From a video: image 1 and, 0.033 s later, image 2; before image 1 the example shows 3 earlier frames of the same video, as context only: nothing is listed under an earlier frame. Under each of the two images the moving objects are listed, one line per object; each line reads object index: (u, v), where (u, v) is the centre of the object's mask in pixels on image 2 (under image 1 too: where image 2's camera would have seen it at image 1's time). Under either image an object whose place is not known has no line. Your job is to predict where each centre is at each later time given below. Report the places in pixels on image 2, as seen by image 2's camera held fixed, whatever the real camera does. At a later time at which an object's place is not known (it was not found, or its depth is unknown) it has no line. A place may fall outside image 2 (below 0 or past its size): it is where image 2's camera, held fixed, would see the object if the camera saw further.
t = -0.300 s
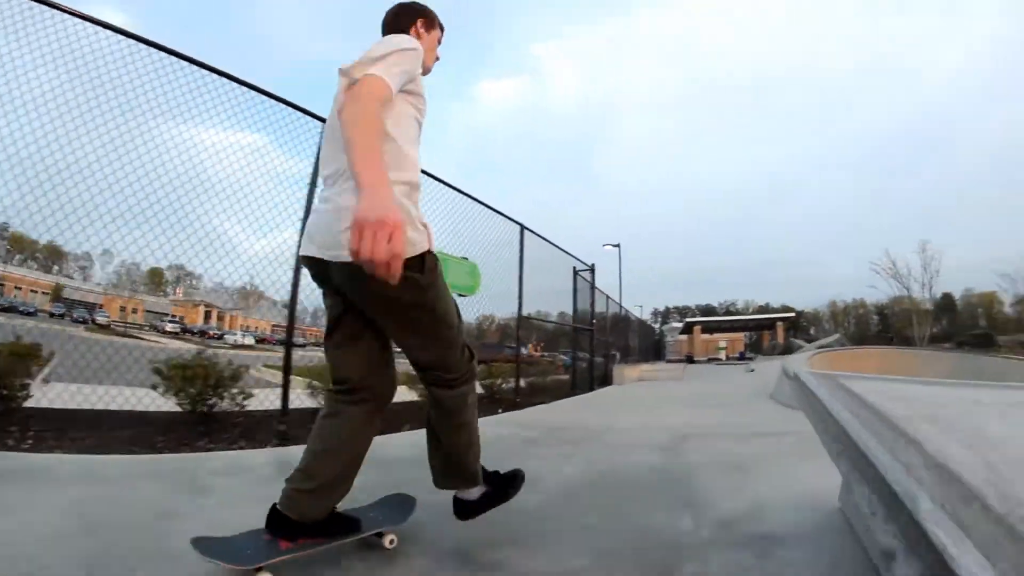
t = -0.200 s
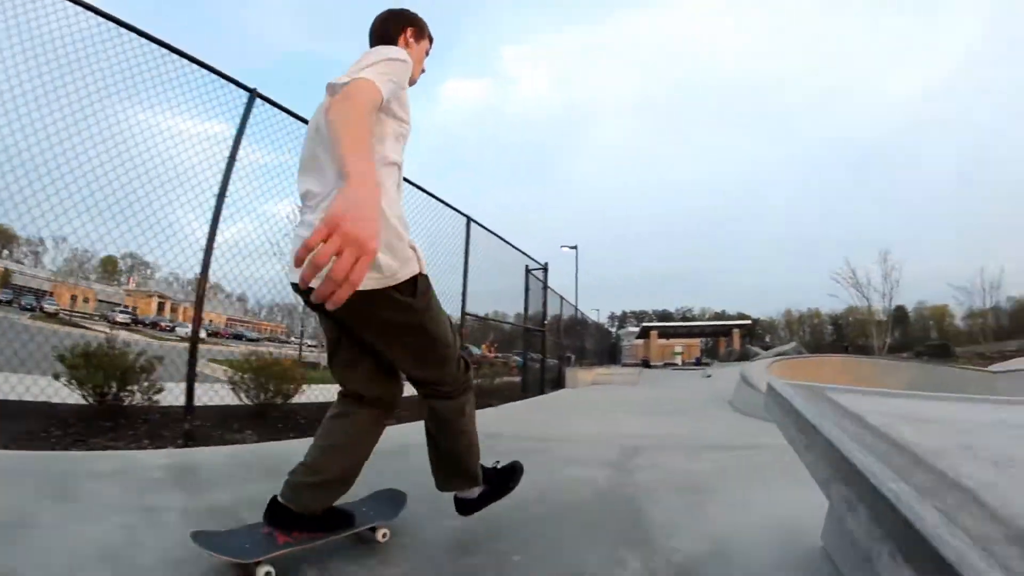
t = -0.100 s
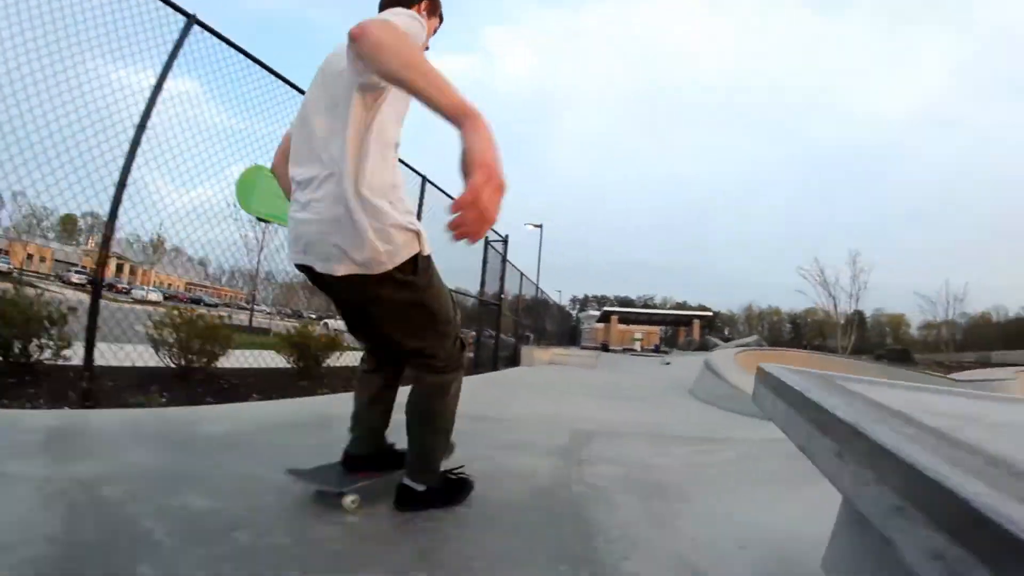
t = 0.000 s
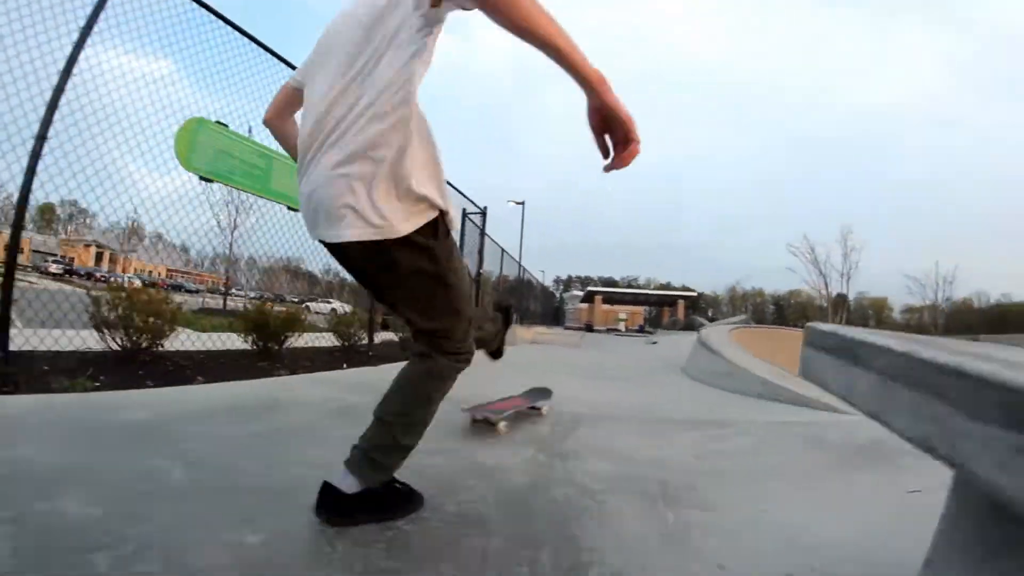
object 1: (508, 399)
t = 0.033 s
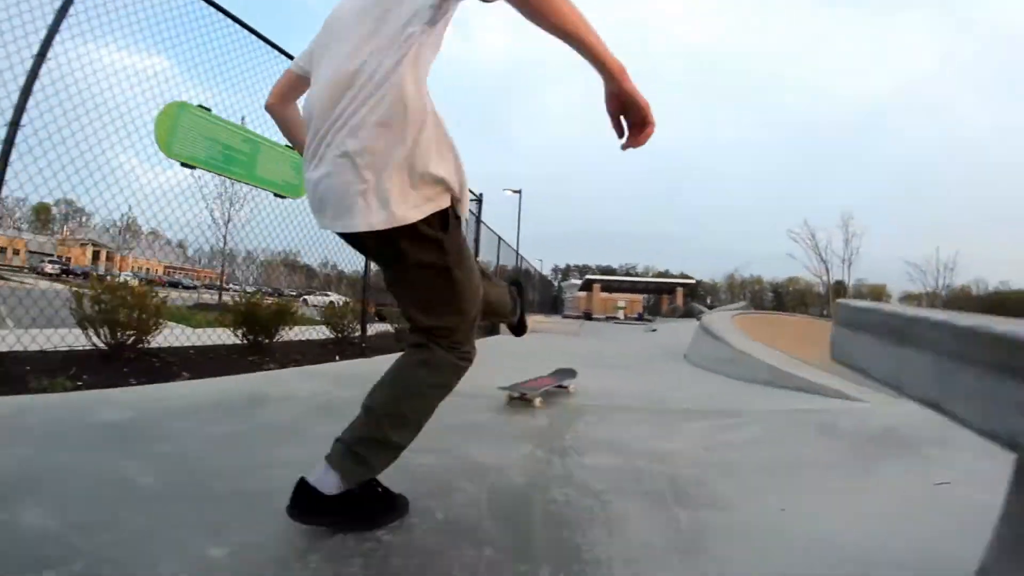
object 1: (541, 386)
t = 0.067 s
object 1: (566, 377)
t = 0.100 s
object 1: (587, 371)
